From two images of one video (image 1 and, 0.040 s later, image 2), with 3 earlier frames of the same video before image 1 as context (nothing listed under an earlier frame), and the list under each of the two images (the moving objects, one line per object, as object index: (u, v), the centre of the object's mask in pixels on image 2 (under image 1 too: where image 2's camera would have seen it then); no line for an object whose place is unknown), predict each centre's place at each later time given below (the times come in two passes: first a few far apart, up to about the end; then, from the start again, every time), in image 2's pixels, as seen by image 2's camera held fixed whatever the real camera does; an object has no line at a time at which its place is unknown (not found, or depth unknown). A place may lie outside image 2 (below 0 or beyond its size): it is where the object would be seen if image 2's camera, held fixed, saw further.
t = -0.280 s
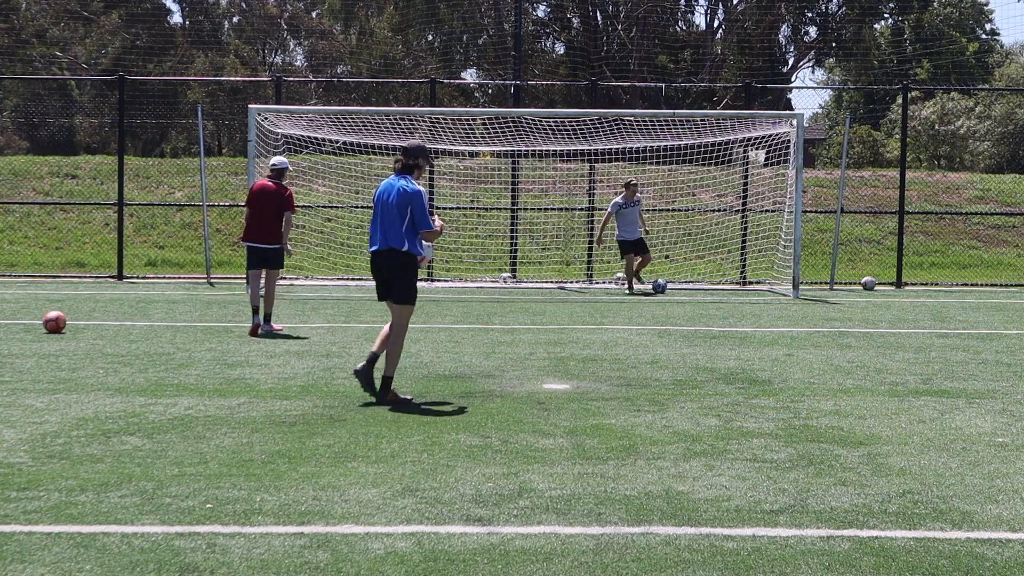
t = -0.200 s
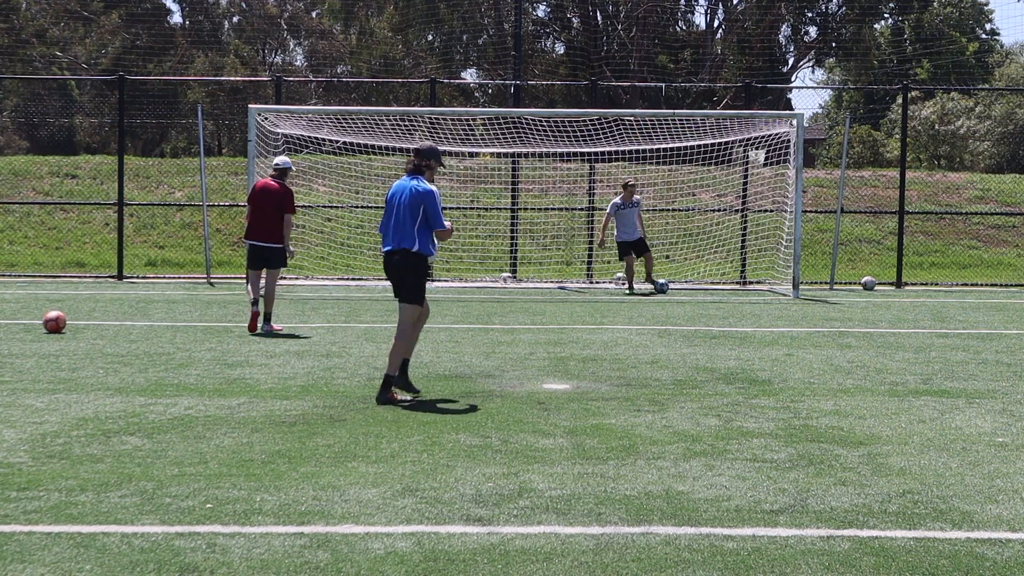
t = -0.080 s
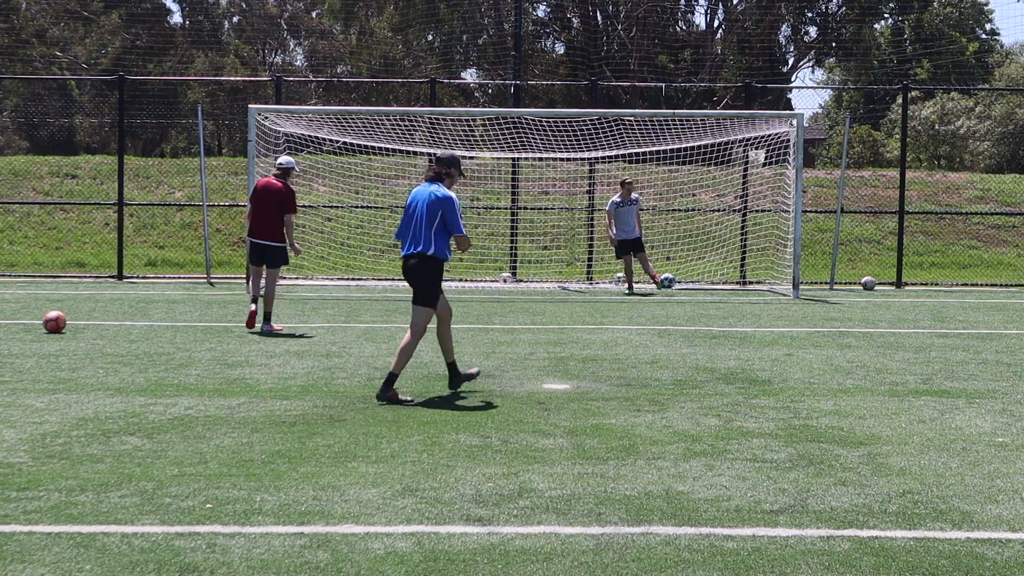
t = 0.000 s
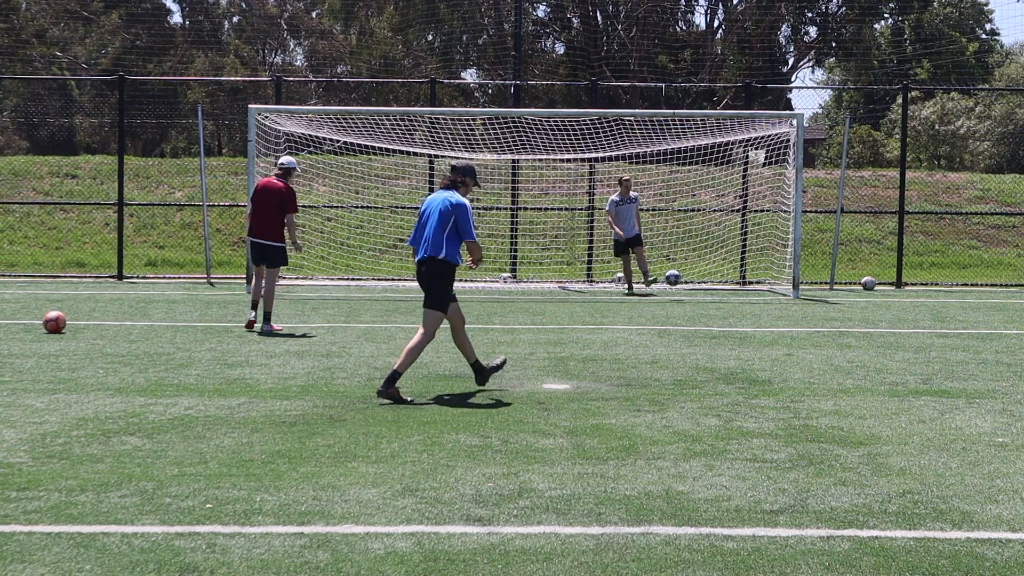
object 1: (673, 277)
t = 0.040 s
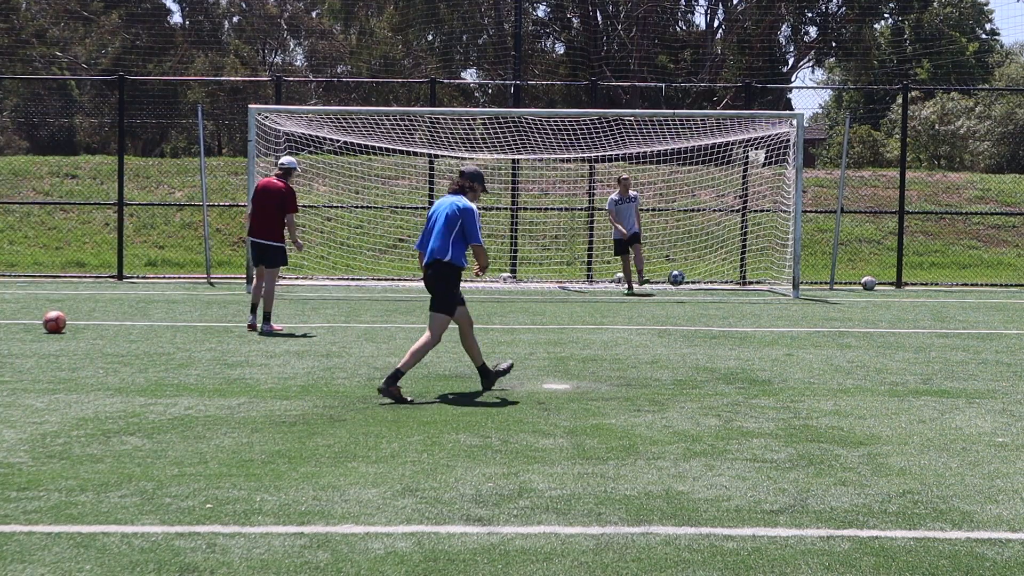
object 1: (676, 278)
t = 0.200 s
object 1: (689, 290)
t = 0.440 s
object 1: (708, 299)
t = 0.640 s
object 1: (721, 322)
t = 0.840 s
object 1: (732, 315)
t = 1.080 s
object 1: (744, 334)
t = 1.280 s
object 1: (754, 345)
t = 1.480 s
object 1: (765, 359)
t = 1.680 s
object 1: (775, 368)
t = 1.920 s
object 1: (788, 381)
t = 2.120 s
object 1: (798, 398)
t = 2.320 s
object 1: (809, 412)
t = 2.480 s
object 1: (817, 427)
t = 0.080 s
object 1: (679, 279)
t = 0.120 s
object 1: (682, 281)
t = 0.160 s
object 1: (685, 285)
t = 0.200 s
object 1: (689, 290)
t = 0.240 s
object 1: (692, 297)
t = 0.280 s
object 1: (696, 305)
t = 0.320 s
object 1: (699, 304)
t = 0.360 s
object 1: (702, 301)
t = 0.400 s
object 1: (705, 299)
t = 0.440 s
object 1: (708, 299)
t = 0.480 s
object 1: (710, 300)
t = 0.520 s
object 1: (713, 303)
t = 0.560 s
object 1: (716, 308)
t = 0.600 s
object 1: (718, 314)
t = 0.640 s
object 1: (721, 322)
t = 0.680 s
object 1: (723, 320)
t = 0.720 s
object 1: (725, 316)
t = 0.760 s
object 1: (728, 314)
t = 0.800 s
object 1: (729, 314)
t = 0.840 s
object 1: (732, 315)
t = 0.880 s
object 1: (734, 317)
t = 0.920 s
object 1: (735, 322)
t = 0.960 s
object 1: (738, 329)
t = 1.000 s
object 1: (740, 336)
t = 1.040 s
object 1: (742, 334)
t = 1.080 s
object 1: (744, 334)
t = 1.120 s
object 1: (746, 334)
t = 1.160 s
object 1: (747, 337)
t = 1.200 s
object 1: (749, 342)
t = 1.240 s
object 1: (751, 347)
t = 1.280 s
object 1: (754, 345)
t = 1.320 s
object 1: (756, 344)
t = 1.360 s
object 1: (758, 346)
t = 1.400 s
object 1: (761, 349)
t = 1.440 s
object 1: (763, 354)
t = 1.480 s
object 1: (765, 359)
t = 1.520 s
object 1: (767, 358)
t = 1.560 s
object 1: (769, 360)
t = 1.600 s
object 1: (771, 363)
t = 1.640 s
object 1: (773, 368)
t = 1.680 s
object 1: (775, 368)
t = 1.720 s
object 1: (778, 370)
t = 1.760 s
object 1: (780, 373)
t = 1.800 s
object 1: (781, 377)
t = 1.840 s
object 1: (784, 376)
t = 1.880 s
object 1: (786, 378)
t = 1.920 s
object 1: (788, 381)
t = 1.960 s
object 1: (789, 387)
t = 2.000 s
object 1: (792, 389)
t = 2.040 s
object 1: (794, 391)
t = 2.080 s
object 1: (796, 395)
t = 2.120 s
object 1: (798, 398)
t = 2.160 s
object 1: (800, 400)
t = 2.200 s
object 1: (803, 403)
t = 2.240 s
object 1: (805, 408)
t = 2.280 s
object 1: (807, 410)
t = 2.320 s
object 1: (809, 412)
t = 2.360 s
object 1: (811, 417)
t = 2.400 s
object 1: (813, 419)
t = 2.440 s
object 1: (815, 422)
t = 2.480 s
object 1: (817, 427)
